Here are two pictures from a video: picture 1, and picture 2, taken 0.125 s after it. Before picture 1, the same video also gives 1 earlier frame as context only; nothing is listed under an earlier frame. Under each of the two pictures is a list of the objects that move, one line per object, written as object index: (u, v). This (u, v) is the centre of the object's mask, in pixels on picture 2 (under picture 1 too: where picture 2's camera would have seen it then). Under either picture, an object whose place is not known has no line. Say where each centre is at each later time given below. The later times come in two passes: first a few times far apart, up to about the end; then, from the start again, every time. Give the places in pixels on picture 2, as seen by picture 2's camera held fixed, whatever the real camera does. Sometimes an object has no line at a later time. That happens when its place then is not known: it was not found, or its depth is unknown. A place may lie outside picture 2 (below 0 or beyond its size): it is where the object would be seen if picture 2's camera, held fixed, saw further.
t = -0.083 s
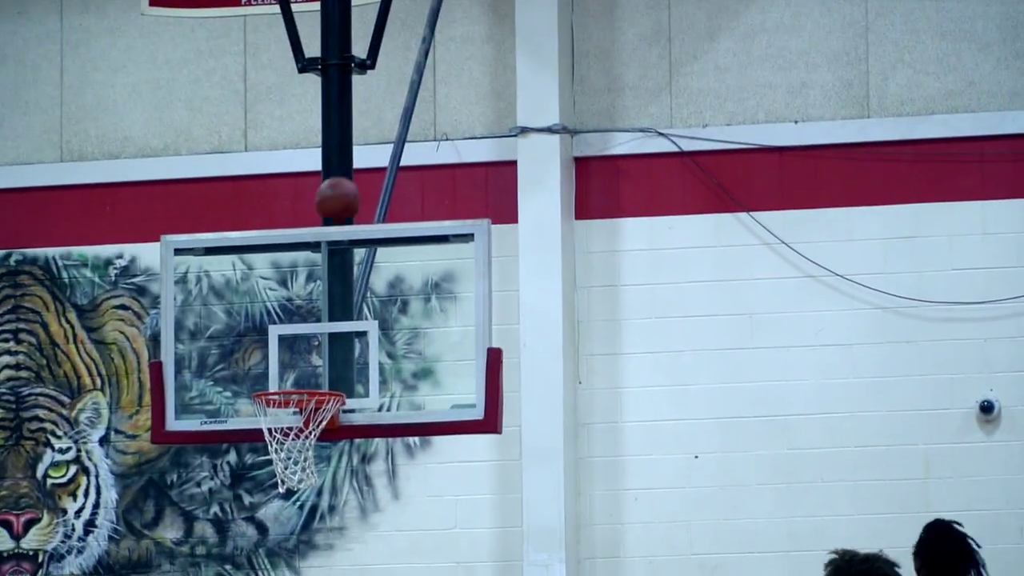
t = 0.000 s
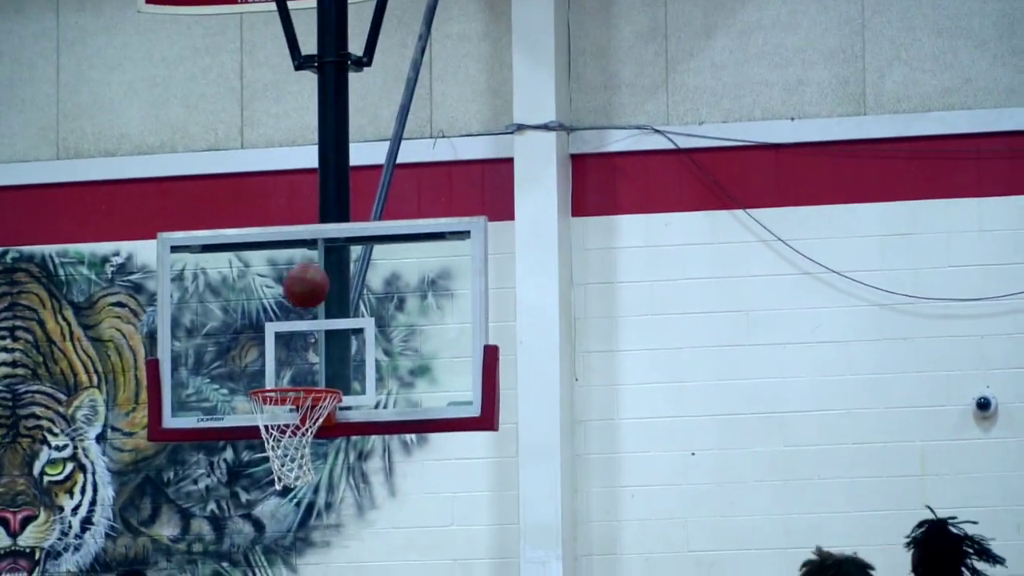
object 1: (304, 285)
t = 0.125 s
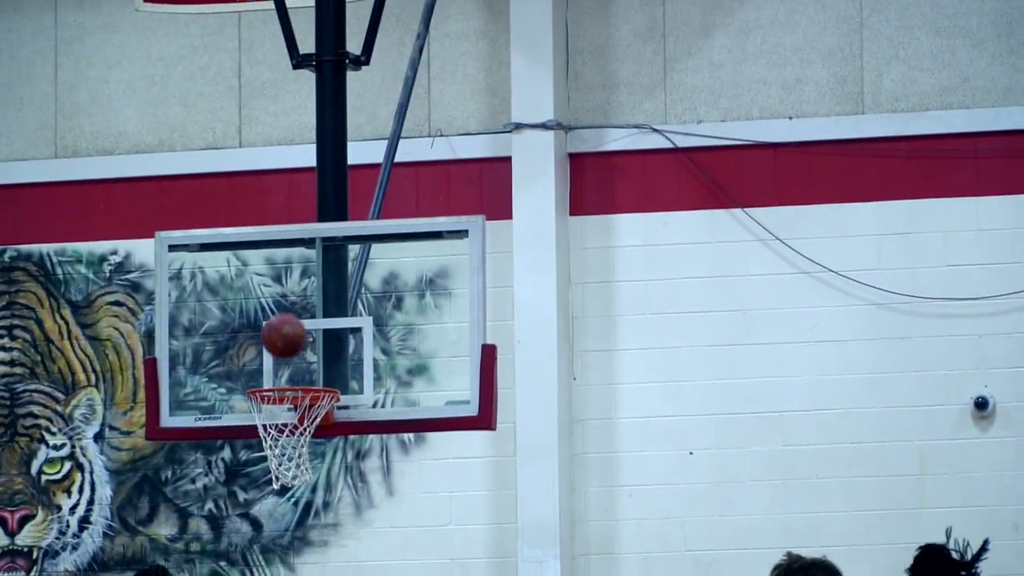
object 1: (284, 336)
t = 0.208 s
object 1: (297, 252)
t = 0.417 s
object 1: (327, 96)
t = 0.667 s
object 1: (361, 21)
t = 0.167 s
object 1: (290, 292)
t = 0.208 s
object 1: (297, 252)
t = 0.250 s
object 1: (303, 213)
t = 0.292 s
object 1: (310, 180)
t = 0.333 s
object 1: (316, 148)
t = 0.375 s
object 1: (321, 121)
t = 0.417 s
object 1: (327, 96)
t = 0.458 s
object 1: (331, 74)
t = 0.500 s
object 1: (337, 55)
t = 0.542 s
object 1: (343, 42)
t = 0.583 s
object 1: (349, 30)
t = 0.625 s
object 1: (354, 23)
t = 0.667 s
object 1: (361, 21)
